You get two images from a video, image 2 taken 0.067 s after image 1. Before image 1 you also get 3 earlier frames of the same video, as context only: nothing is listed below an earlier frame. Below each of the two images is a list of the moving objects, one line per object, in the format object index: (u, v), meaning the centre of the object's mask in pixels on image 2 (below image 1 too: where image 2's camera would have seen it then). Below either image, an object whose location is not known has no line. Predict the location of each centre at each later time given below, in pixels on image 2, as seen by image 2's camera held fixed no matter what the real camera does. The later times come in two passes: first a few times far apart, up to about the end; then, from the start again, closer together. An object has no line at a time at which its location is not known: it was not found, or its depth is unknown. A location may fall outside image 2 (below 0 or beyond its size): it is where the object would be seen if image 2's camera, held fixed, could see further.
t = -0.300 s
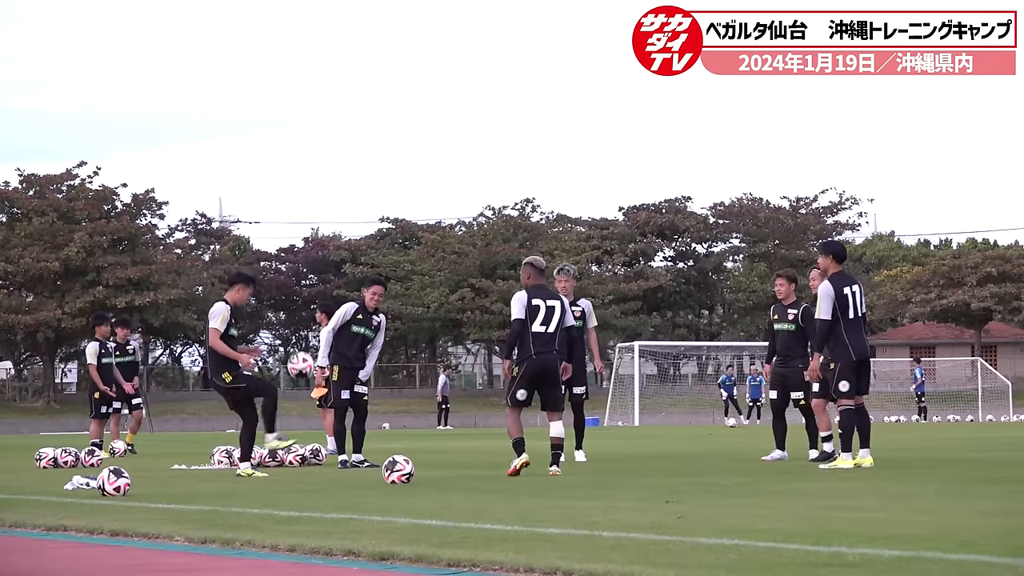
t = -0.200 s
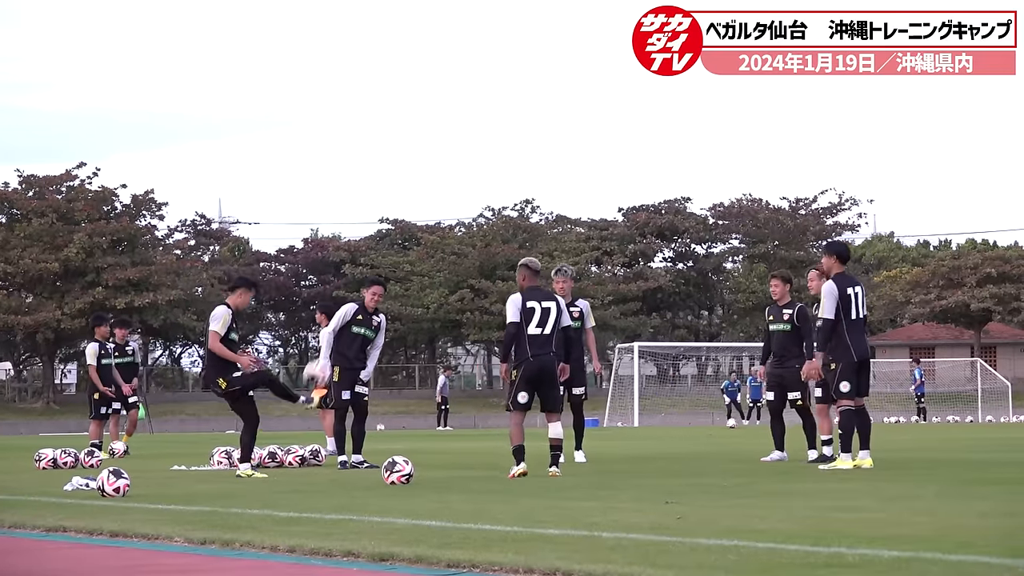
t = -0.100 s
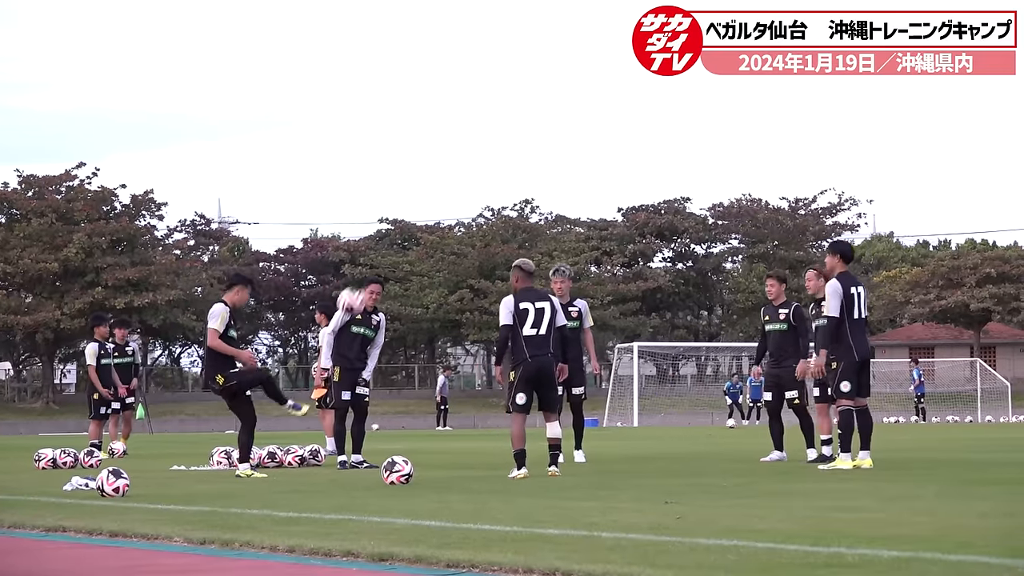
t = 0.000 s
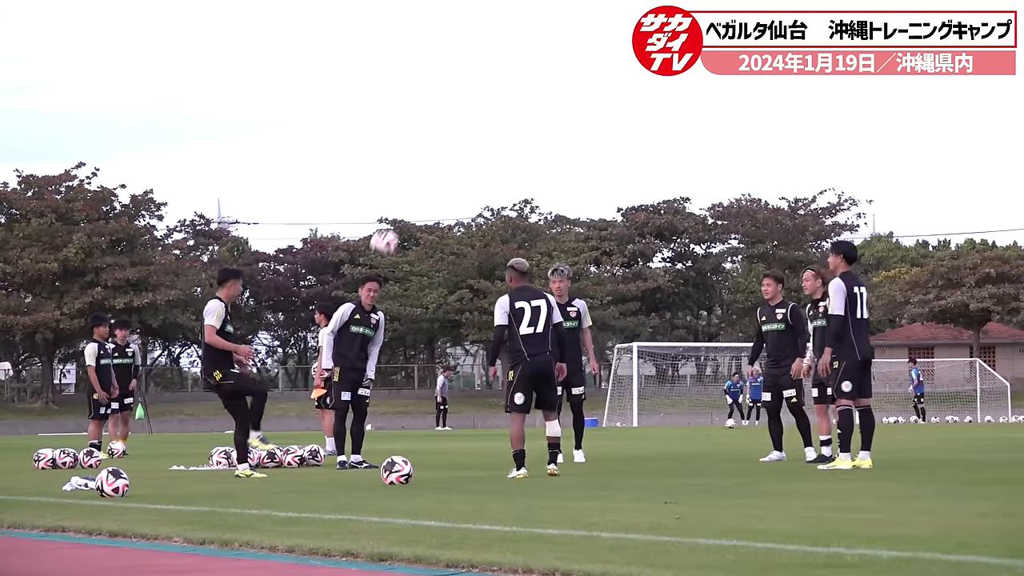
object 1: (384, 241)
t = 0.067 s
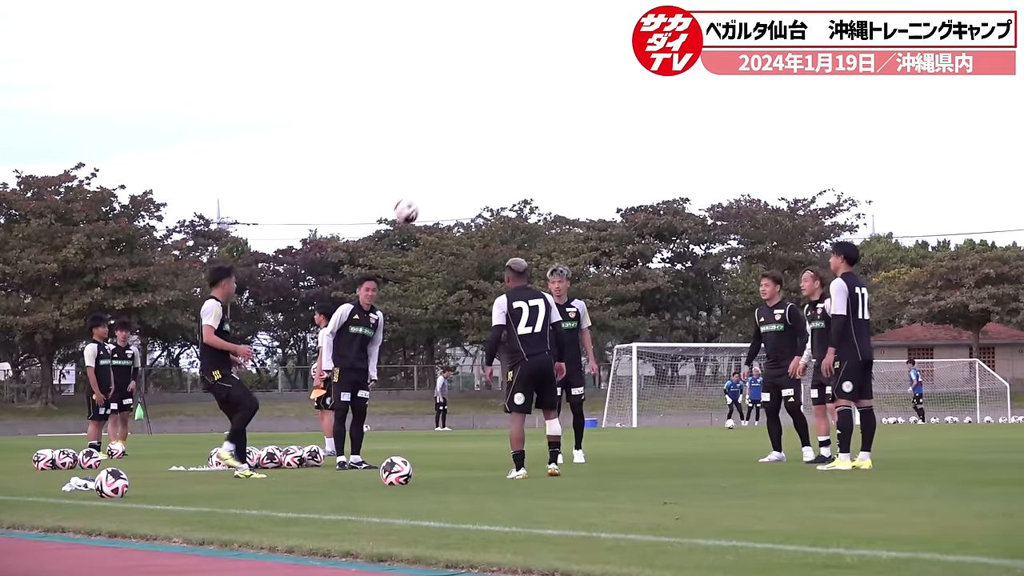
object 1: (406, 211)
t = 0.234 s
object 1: (461, 154)
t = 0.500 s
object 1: (544, 131)
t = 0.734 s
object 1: (615, 179)
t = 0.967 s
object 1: (681, 284)
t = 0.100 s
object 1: (417, 198)
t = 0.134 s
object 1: (427, 185)
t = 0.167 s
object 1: (439, 173)
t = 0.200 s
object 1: (450, 163)
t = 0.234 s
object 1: (461, 154)
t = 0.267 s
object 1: (471, 147)
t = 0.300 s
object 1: (482, 141)
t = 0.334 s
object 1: (493, 136)
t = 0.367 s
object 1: (502, 133)
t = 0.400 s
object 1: (513, 131)
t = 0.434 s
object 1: (525, 131)
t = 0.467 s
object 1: (534, 130)
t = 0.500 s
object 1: (544, 131)
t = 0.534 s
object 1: (555, 134)
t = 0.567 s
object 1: (565, 139)
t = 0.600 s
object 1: (575, 144)
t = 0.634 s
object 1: (585, 151)
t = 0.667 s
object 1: (594, 160)
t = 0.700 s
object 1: (604, 168)
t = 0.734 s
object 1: (615, 179)
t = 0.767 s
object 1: (624, 190)
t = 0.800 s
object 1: (635, 203)
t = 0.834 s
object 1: (643, 217)
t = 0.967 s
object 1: (681, 284)
